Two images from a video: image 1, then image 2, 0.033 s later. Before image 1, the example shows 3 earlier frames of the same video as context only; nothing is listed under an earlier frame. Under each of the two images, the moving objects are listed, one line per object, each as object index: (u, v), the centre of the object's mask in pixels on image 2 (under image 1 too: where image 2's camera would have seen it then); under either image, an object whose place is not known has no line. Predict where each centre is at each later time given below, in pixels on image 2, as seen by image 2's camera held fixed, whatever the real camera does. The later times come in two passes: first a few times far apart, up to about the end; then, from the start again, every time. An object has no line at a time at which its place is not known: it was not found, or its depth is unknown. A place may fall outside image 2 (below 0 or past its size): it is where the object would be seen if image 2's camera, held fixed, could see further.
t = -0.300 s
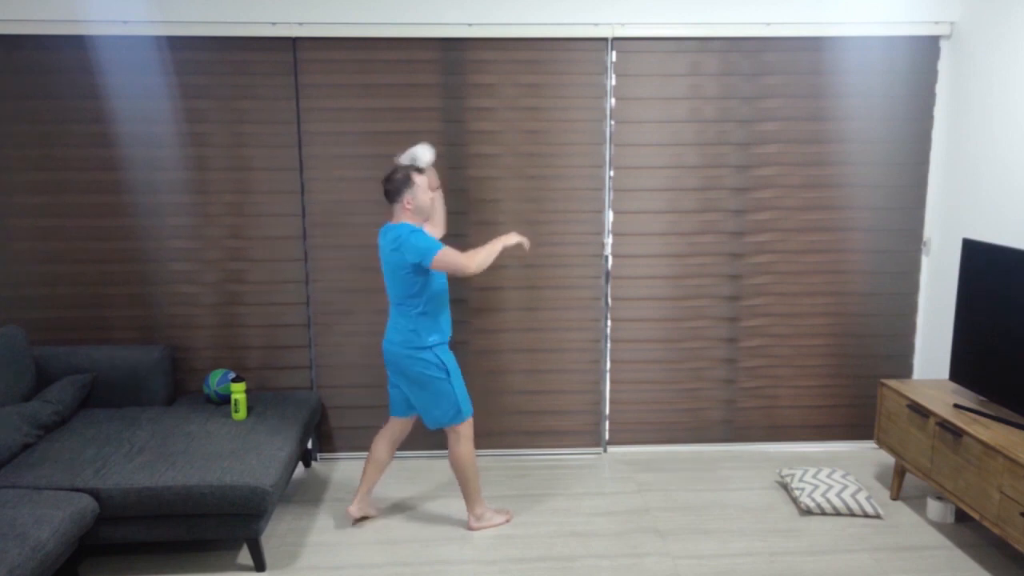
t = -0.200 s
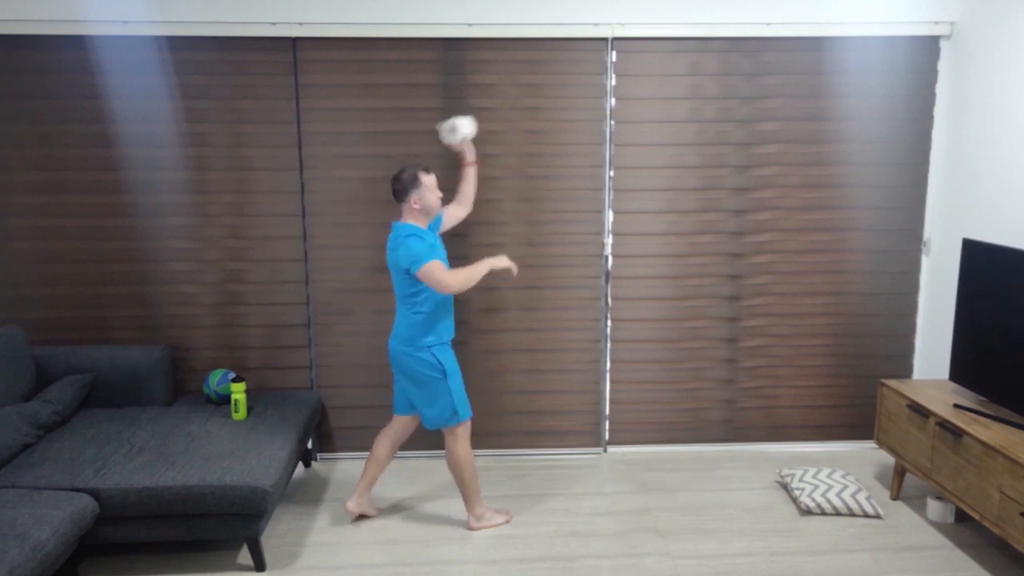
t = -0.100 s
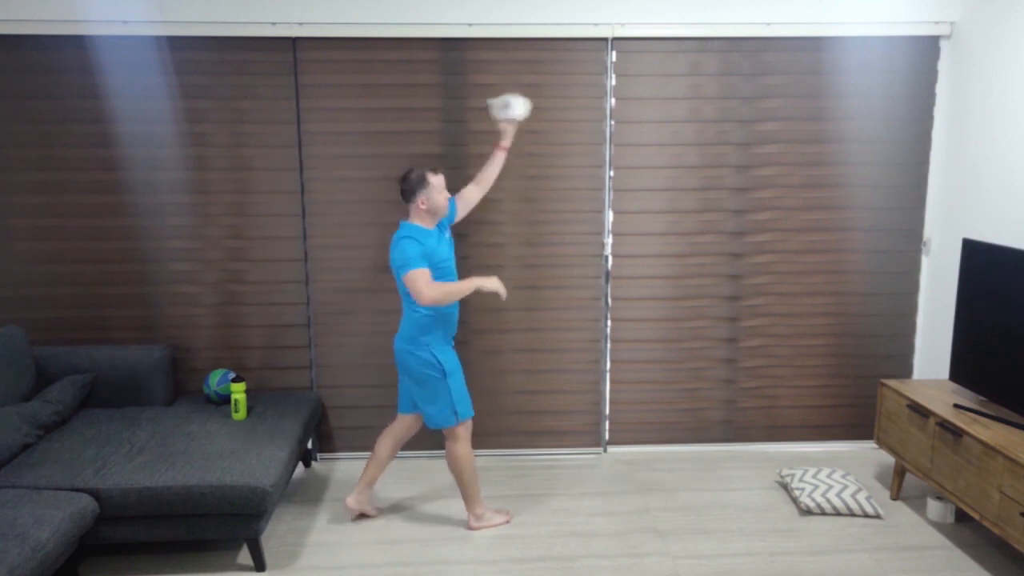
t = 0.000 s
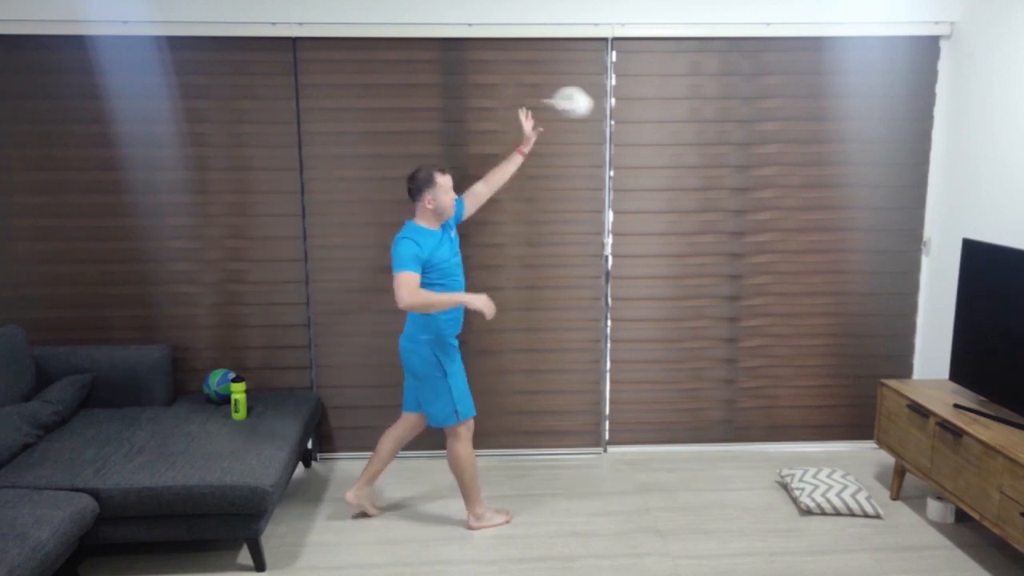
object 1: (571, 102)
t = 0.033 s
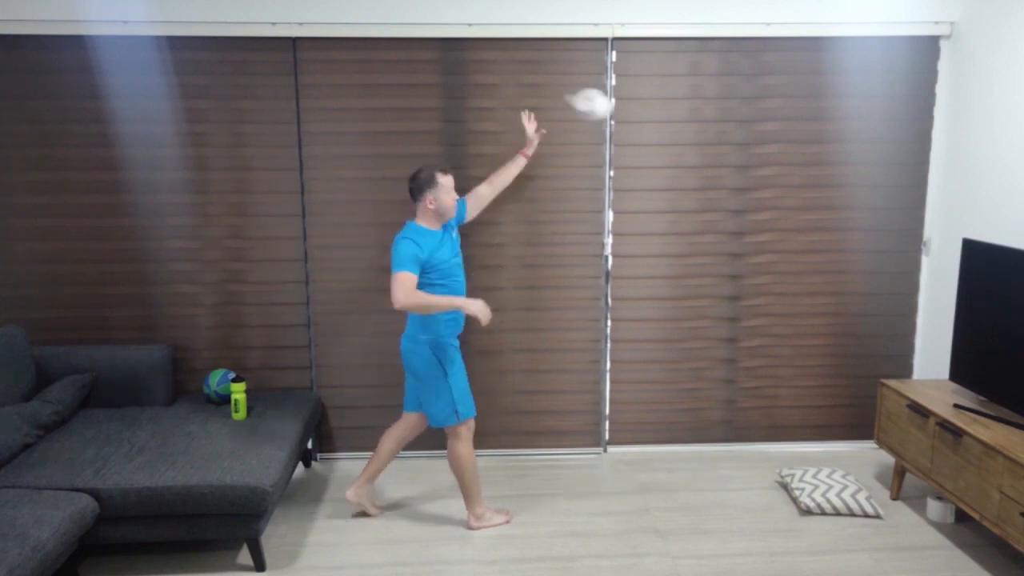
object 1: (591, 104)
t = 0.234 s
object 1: (703, 163)
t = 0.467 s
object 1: (828, 319)
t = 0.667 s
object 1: (879, 496)
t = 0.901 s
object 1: (869, 514)
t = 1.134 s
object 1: (868, 533)
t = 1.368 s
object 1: (879, 548)
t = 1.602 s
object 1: (877, 548)
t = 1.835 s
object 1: (869, 548)
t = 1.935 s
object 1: (871, 548)
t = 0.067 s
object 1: (611, 109)
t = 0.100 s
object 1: (631, 117)
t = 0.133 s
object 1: (649, 125)
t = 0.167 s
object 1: (667, 136)
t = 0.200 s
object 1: (686, 149)
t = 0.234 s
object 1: (703, 163)
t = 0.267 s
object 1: (722, 181)
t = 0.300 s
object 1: (742, 200)
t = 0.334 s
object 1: (763, 221)
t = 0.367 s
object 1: (781, 243)
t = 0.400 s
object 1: (796, 267)
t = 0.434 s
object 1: (811, 291)
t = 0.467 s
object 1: (828, 319)
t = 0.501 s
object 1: (845, 348)
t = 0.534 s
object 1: (863, 379)
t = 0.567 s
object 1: (882, 414)
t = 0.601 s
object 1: (892, 446)
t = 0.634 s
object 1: (890, 477)
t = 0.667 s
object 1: (879, 496)
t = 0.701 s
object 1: (878, 503)
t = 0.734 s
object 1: (876, 500)
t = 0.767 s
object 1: (876, 497)
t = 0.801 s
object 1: (873, 498)
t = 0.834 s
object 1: (867, 500)
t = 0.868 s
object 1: (871, 509)
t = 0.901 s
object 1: (869, 514)
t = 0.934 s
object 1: (862, 523)
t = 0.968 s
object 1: (861, 533)
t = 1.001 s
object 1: (864, 535)
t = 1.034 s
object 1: (867, 533)
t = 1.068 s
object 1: (867, 531)
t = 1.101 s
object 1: (868, 531)
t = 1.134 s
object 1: (868, 533)
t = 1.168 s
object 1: (867, 537)
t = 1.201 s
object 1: (867, 544)
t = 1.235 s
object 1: (869, 548)
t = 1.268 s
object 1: (873, 548)
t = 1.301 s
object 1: (876, 548)
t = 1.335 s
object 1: (878, 548)
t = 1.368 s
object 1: (879, 548)
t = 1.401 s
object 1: (880, 548)
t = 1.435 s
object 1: (880, 548)
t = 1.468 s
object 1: (881, 548)
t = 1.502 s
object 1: (880, 548)
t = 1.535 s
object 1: (880, 548)
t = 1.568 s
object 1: (879, 548)
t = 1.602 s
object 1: (877, 548)
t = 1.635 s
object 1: (874, 548)
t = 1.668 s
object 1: (871, 548)
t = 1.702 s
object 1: (869, 548)
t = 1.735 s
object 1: (867, 547)
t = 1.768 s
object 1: (867, 547)
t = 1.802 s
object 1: (867, 547)
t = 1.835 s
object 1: (869, 548)
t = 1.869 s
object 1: (870, 548)
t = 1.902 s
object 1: (871, 548)
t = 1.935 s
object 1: (871, 548)
